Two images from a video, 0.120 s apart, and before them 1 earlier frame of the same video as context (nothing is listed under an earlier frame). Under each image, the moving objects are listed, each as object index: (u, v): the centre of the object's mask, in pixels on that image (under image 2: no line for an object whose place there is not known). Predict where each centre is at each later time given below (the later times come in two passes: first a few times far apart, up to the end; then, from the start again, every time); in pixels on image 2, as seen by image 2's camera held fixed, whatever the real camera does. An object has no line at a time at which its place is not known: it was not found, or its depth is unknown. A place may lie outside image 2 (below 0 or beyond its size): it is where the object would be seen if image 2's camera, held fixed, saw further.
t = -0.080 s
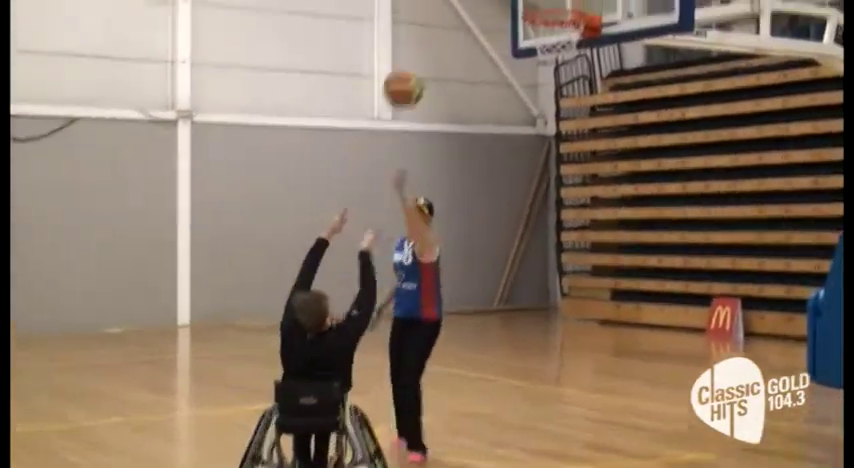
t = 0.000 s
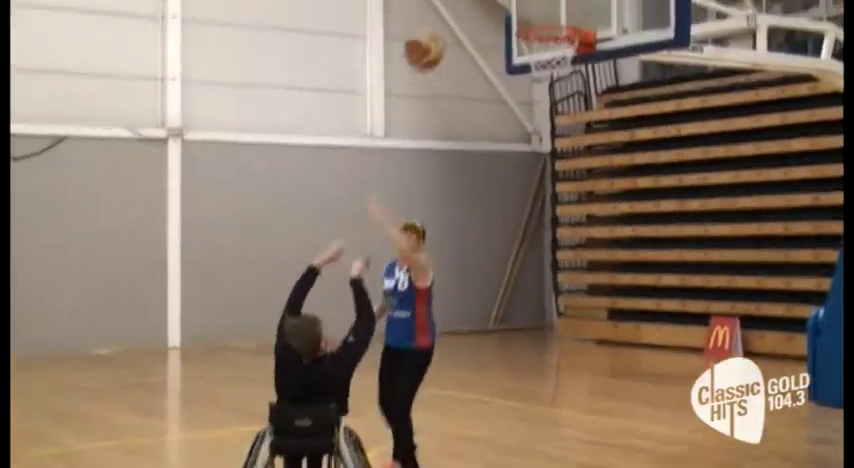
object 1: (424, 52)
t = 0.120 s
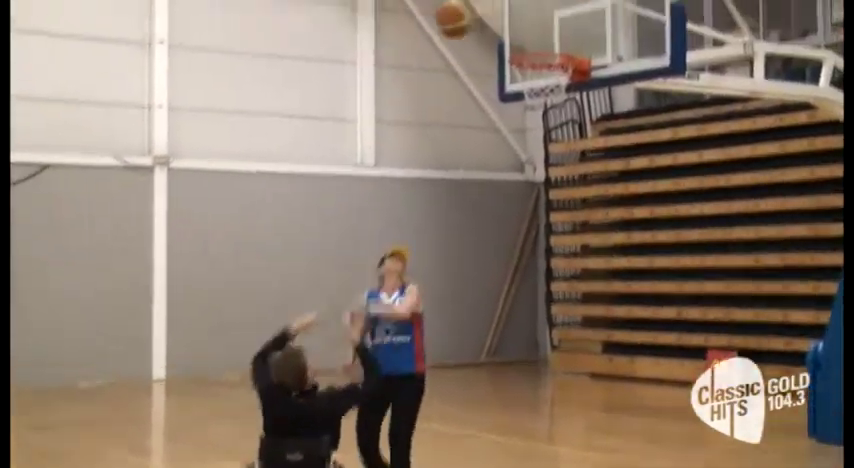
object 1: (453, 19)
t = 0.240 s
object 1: (491, -13)
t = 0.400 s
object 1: (533, -22)
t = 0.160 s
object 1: (466, 5)
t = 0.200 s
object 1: (478, -5)
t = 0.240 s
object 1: (491, -13)
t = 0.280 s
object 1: (502, -19)
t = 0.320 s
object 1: (513, -24)
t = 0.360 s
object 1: (523, -23)
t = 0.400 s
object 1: (533, -22)
